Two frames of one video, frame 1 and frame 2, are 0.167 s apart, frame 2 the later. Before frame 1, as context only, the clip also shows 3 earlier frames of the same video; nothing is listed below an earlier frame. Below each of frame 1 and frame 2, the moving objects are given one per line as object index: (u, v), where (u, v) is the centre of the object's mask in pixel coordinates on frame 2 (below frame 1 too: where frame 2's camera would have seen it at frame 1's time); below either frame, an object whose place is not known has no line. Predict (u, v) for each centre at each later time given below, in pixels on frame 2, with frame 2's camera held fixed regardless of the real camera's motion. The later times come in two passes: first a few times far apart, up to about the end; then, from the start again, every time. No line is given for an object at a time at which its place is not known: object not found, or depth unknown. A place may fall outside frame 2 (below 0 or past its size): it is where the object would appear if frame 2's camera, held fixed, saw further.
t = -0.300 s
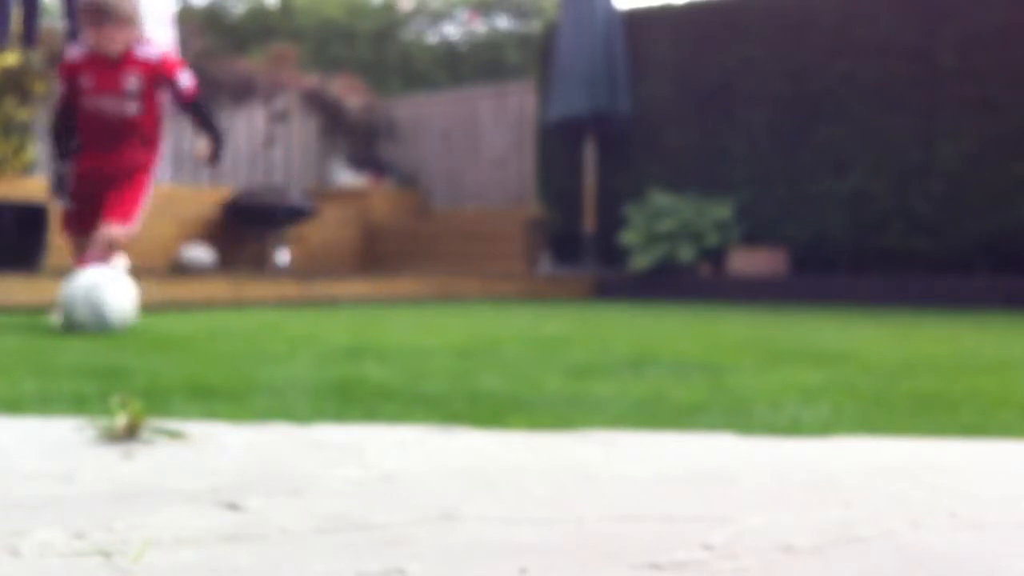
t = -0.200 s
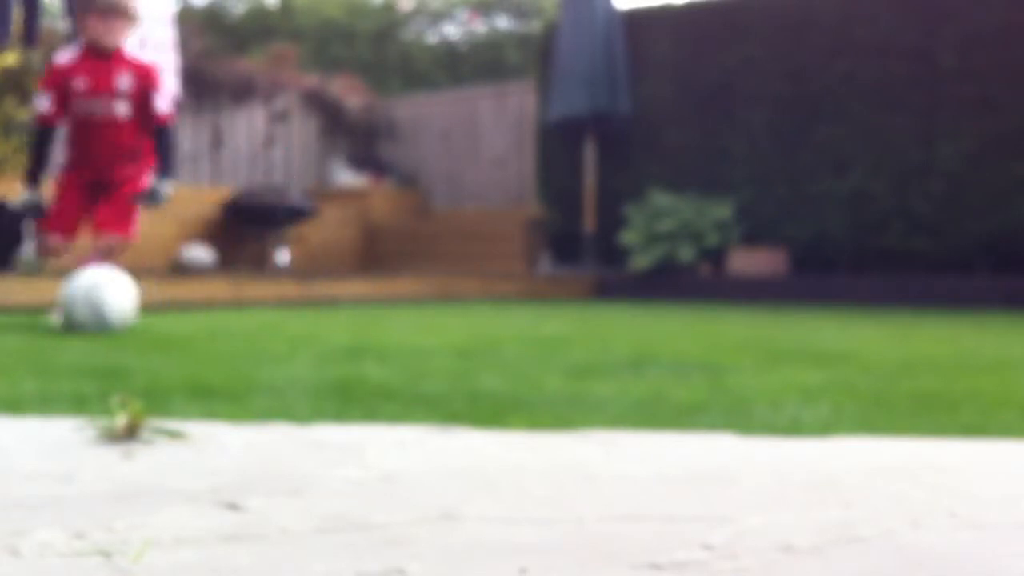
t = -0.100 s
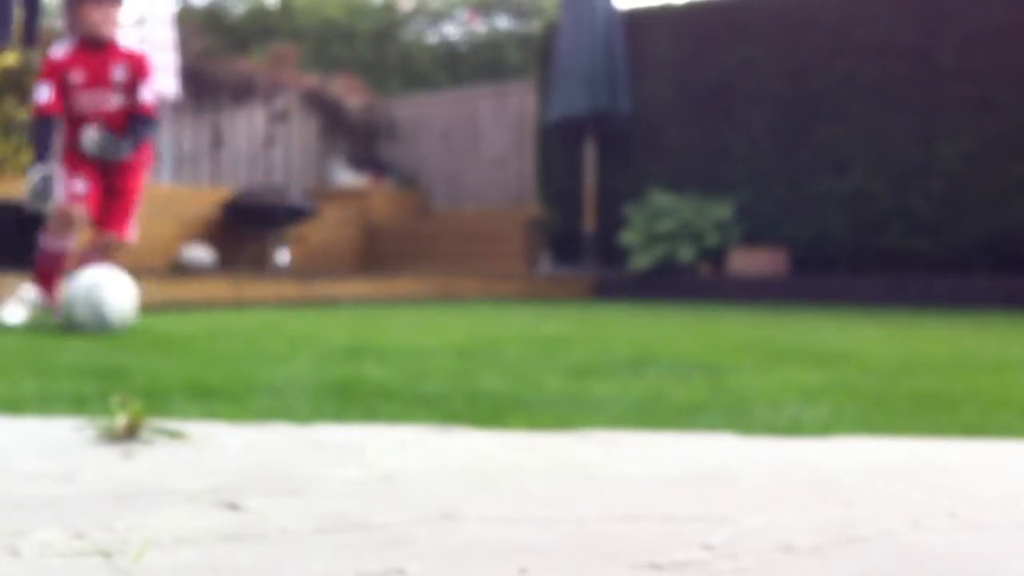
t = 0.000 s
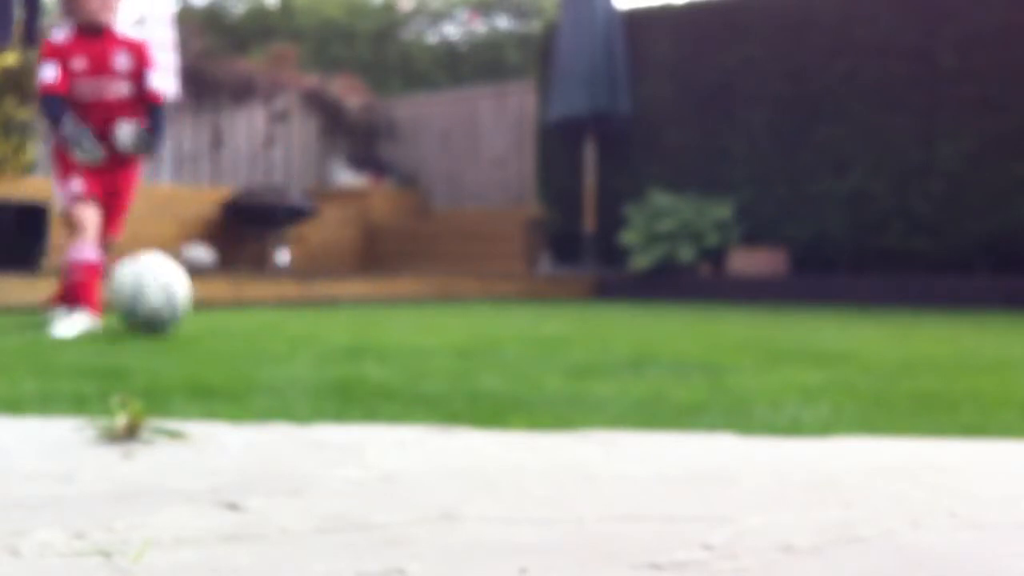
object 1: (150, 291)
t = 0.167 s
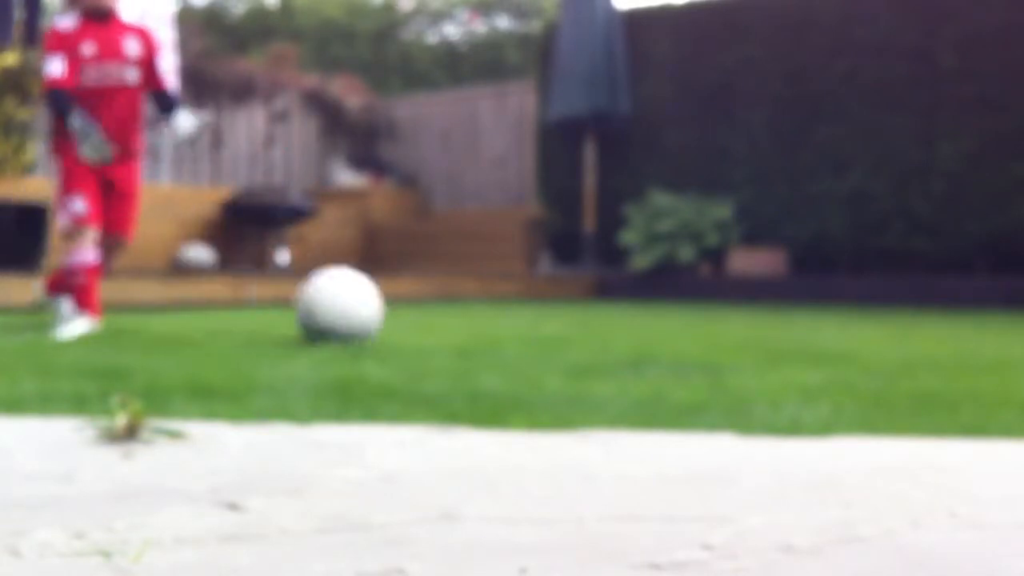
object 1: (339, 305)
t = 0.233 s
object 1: (394, 303)
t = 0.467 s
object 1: (573, 309)
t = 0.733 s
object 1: (786, 318)
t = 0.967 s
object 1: (977, 325)
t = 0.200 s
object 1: (368, 304)
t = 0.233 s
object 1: (394, 303)
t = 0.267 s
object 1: (419, 302)
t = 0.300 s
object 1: (444, 304)
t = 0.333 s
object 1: (470, 307)
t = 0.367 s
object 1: (498, 311)
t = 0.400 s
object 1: (523, 312)
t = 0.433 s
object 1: (548, 309)
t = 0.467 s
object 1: (573, 309)
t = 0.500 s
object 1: (599, 310)
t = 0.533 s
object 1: (625, 315)
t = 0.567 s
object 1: (651, 317)
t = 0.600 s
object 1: (678, 318)
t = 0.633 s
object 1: (705, 319)
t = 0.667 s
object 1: (733, 319)
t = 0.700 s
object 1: (759, 317)
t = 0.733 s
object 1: (786, 318)
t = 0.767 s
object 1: (816, 320)
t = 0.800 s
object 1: (845, 323)
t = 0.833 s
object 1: (873, 324)
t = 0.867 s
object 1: (901, 323)
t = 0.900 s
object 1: (928, 323)
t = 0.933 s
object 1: (957, 325)
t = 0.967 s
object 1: (977, 325)
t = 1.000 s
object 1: (991, 325)
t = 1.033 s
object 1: (1003, 327)
